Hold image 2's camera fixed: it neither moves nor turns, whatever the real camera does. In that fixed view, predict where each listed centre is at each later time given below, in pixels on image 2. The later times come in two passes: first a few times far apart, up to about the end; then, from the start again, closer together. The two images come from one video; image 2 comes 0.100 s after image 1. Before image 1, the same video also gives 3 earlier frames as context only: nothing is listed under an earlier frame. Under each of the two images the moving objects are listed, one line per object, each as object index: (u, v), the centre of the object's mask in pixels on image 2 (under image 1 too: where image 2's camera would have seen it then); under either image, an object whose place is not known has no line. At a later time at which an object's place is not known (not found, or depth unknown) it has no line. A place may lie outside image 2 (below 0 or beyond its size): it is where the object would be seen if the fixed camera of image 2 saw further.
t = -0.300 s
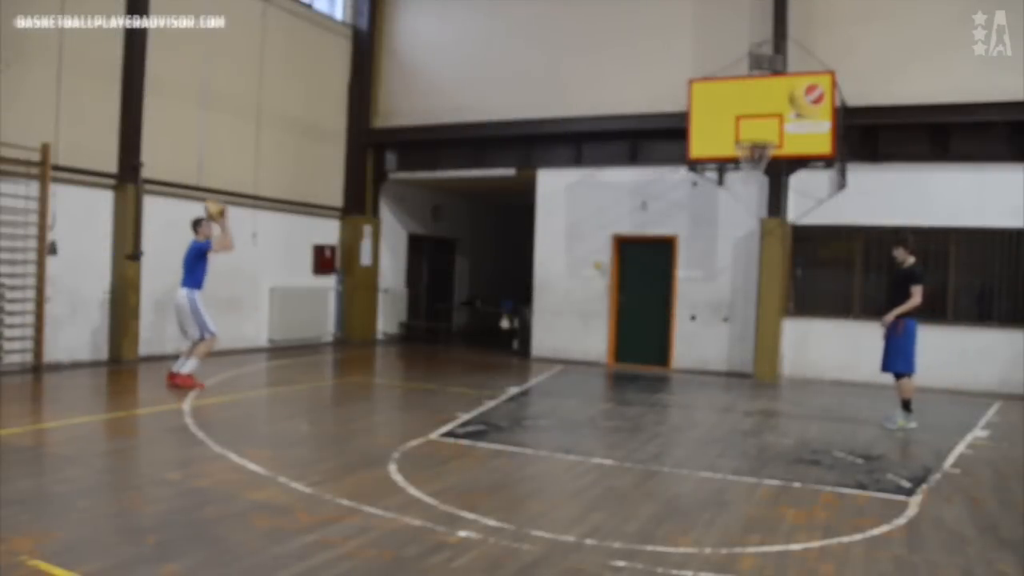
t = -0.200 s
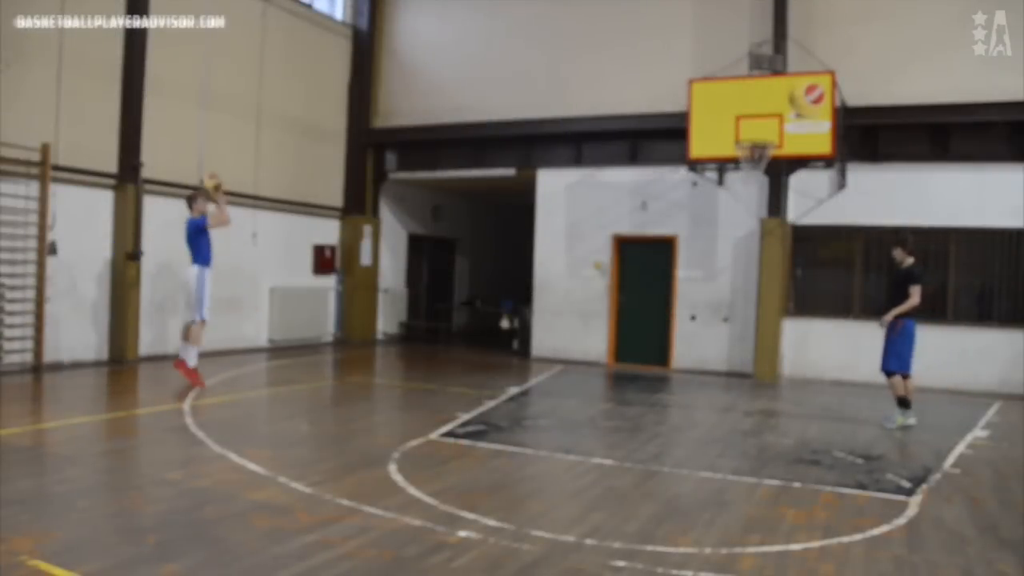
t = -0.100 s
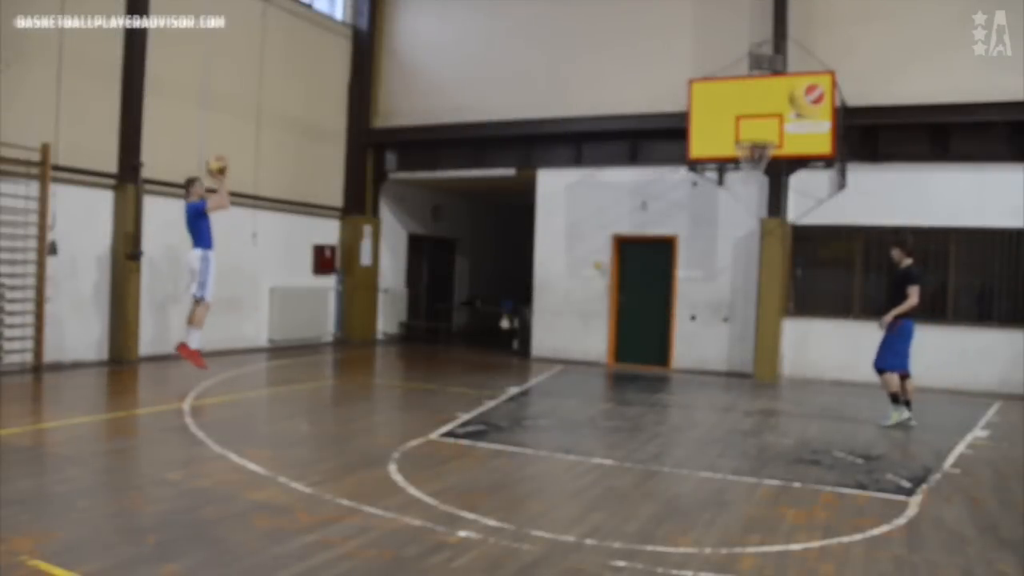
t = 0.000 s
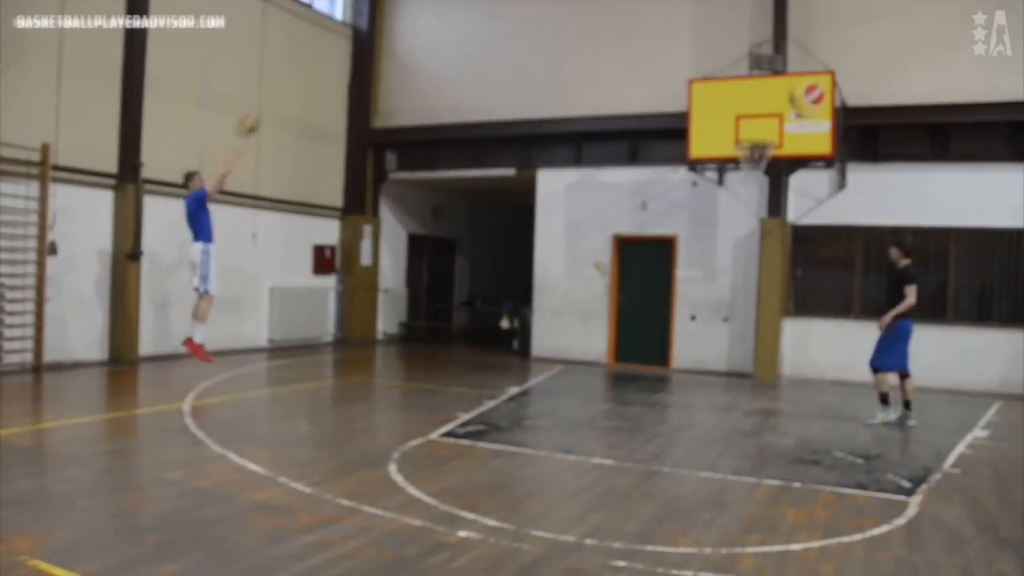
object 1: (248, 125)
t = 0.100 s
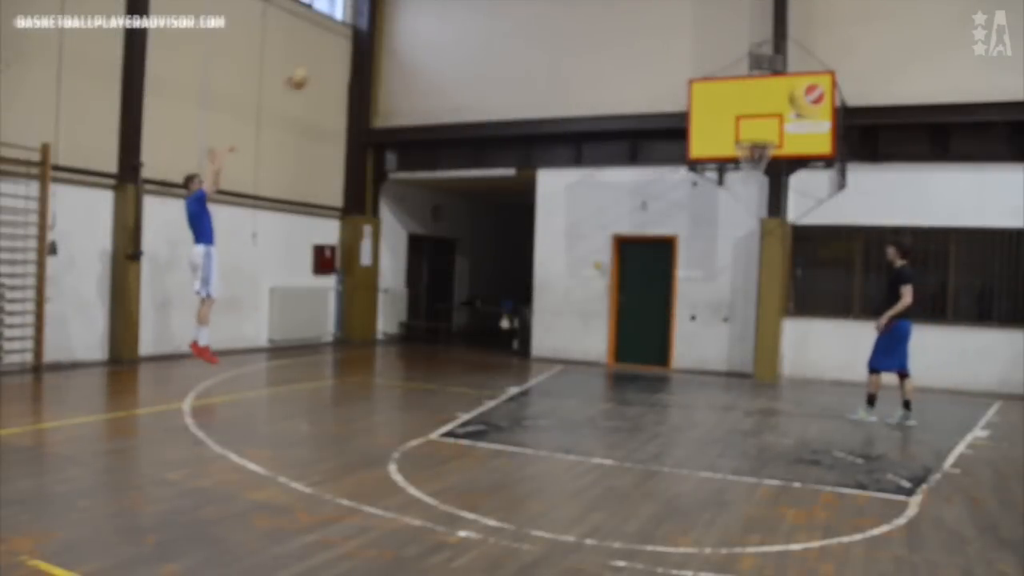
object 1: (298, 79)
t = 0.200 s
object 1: (347, 41)
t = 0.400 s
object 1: (437, 2)
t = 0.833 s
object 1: (622, 10)
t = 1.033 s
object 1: (701, 69)
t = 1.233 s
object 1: (752, 154)
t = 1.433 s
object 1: (735, 155)
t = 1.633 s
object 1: (745, 157)
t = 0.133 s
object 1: (313, 66)
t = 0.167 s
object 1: (329, 53)
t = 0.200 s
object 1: (347, 41)
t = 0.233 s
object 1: (361, 31)
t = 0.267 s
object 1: (374, 21)
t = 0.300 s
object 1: (390, 14)
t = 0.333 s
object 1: (408, 8)
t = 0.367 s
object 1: (422, 5)
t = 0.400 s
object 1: (437, 2)
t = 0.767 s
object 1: (595, 4)
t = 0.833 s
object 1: (622, 10)
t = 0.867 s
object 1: (635, 19)
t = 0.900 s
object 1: (648, 28)
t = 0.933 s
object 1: (661, 37)
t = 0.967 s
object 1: (674, 48)
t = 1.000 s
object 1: (688, 58)
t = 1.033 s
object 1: (701, 69)
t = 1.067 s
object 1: (712, 82)
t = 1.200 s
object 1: (760, 140)
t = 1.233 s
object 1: (752, 154)
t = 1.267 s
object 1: (747, 162)
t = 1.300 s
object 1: (741, 165)
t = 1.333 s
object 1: (738, 164)
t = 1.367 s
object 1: (737, 159)
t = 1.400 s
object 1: (735, 157)
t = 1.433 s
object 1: (735, 155)
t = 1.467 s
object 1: (735, 154)
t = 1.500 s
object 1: (735, 155)
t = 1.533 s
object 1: (739, 156)
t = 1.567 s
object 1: (741, 156)
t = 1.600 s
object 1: (744, 155)
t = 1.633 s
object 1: (745, 157)
